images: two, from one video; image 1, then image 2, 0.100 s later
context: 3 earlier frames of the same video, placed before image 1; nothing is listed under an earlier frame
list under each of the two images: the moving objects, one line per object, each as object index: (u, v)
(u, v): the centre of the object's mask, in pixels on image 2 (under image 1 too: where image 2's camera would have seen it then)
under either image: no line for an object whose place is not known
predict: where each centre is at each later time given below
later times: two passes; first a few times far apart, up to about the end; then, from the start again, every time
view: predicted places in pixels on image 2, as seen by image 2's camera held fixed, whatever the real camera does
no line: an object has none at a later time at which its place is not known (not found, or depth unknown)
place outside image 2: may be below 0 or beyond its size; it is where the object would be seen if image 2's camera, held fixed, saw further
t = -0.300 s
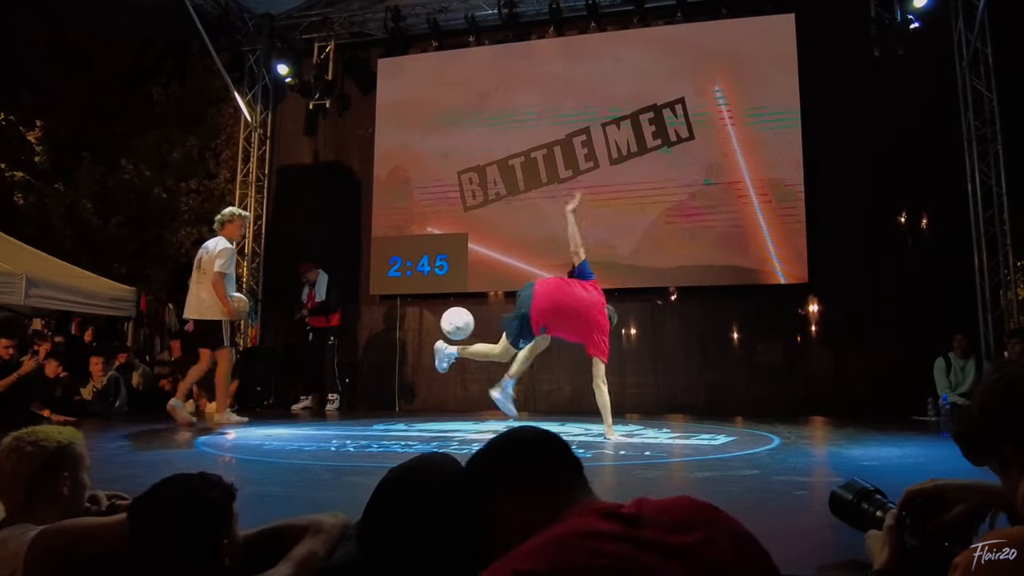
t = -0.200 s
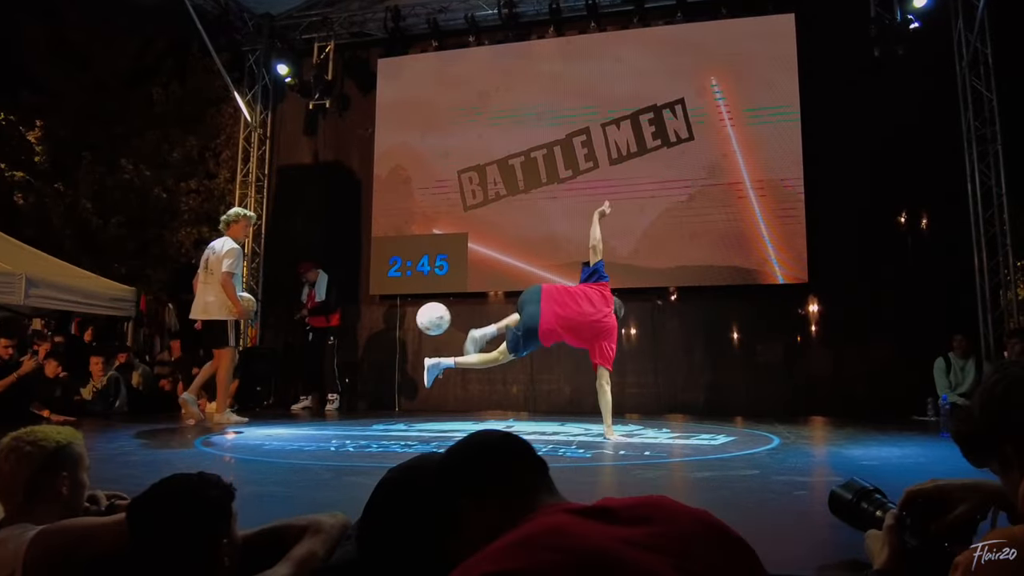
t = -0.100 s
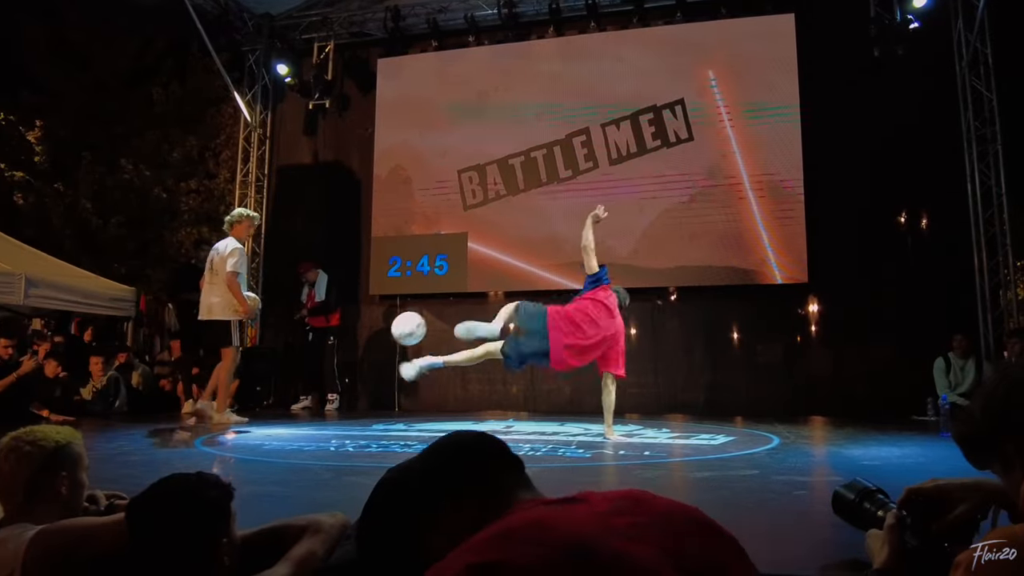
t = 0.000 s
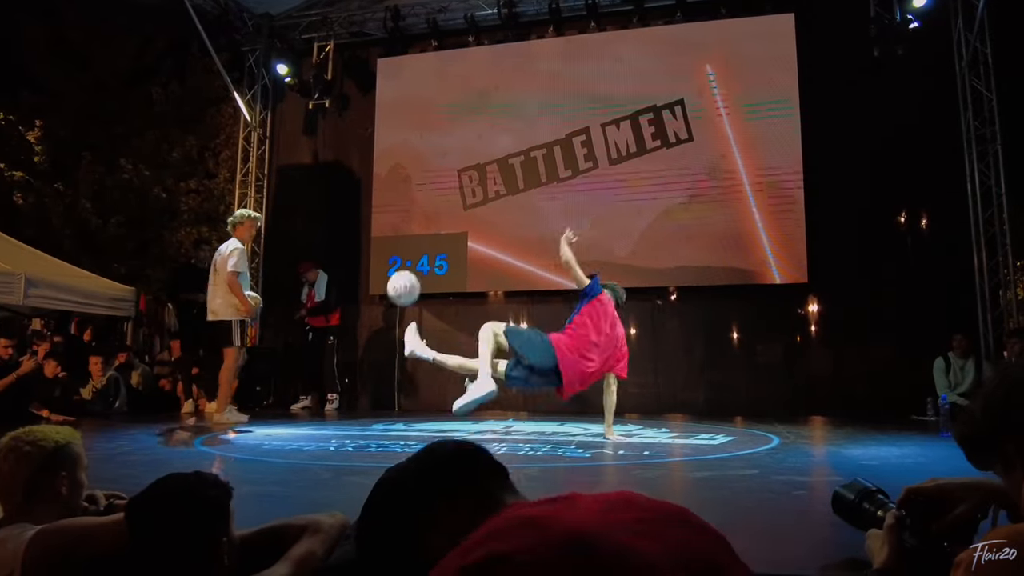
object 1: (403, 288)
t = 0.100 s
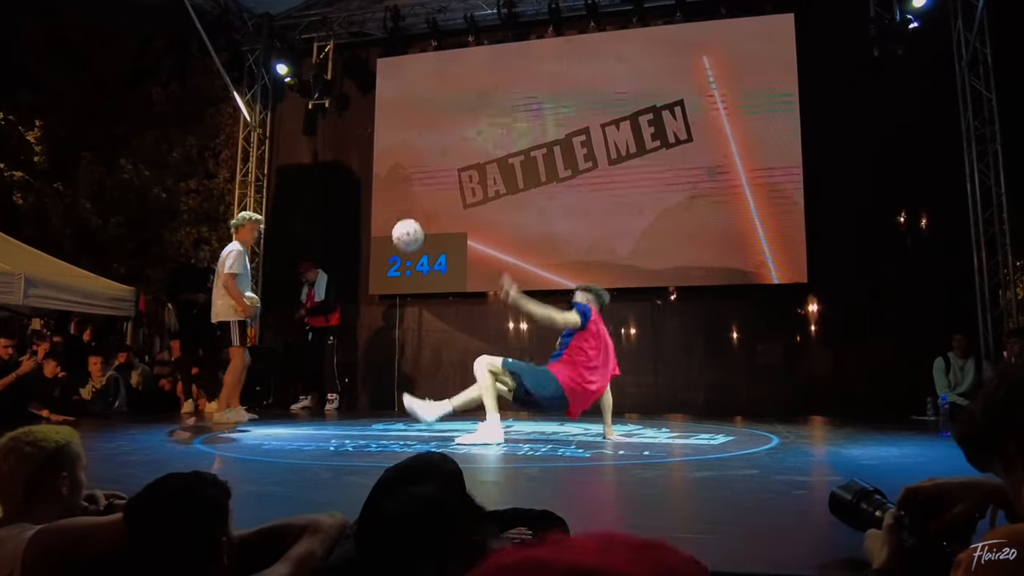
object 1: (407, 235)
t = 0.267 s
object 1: (413, 182)
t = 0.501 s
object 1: (419, 173)
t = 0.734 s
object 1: (424, 229)
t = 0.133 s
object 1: (409, 222)
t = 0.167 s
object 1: (410, 209)
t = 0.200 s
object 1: (411, 198)
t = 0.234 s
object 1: (412, 190)
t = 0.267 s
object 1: (413, 182)
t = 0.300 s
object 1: (414, 177)
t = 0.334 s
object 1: (415, 173)
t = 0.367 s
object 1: (416, 170)
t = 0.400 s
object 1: (417, 169)
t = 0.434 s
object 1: (418, 169)
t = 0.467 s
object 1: (419, 170)
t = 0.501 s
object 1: (419, 173)
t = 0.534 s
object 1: (420, 178)
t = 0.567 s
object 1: (421, 183)
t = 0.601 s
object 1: (422, 189)
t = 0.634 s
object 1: (422, 198)
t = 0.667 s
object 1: (422, 207)
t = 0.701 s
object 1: (423, 217)
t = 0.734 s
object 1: (424, 229)
